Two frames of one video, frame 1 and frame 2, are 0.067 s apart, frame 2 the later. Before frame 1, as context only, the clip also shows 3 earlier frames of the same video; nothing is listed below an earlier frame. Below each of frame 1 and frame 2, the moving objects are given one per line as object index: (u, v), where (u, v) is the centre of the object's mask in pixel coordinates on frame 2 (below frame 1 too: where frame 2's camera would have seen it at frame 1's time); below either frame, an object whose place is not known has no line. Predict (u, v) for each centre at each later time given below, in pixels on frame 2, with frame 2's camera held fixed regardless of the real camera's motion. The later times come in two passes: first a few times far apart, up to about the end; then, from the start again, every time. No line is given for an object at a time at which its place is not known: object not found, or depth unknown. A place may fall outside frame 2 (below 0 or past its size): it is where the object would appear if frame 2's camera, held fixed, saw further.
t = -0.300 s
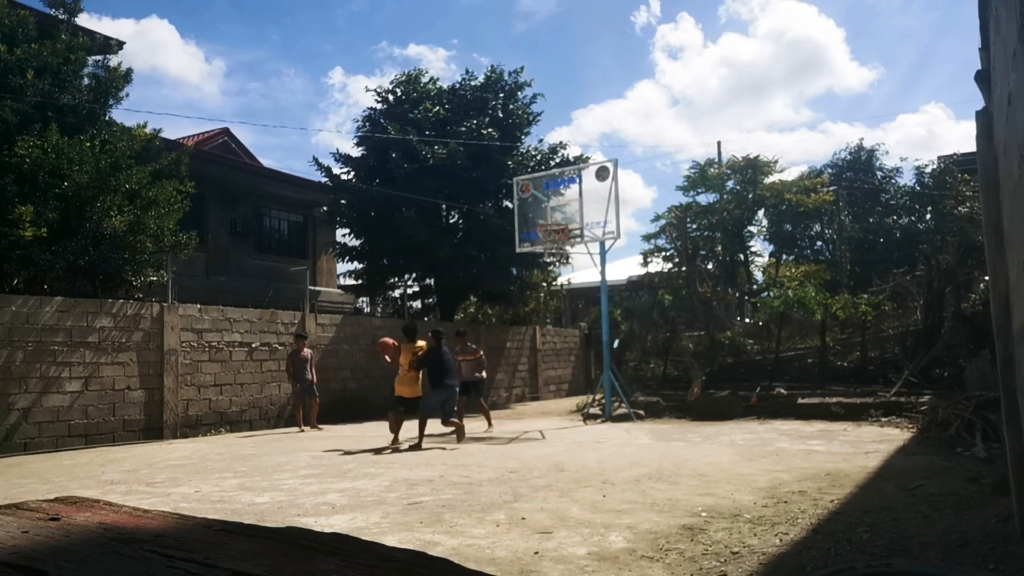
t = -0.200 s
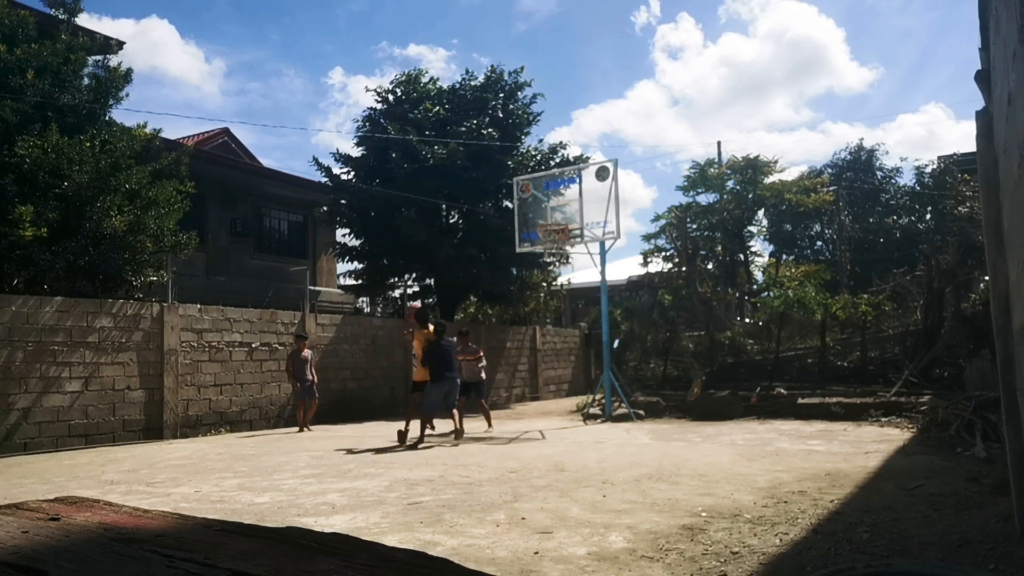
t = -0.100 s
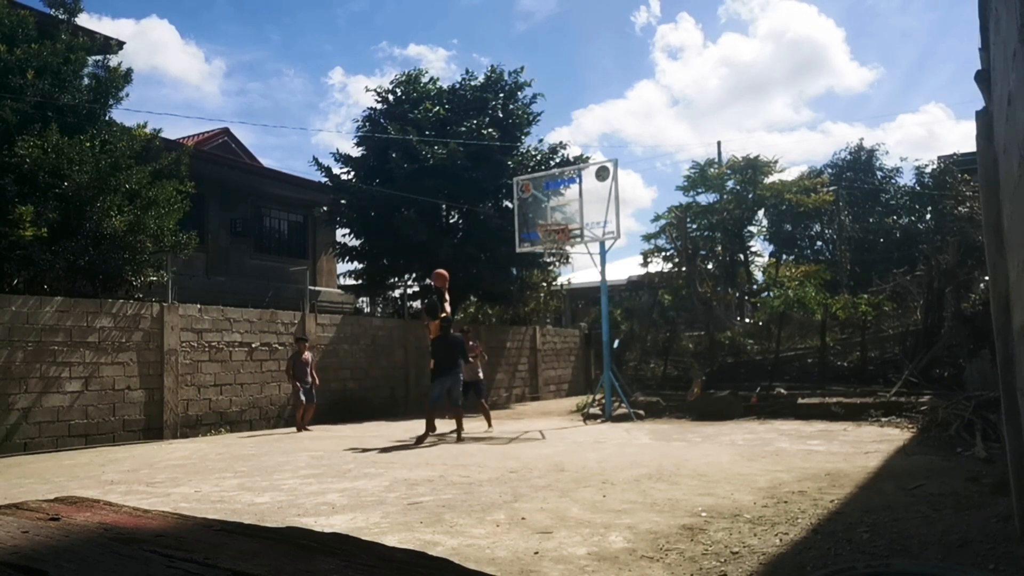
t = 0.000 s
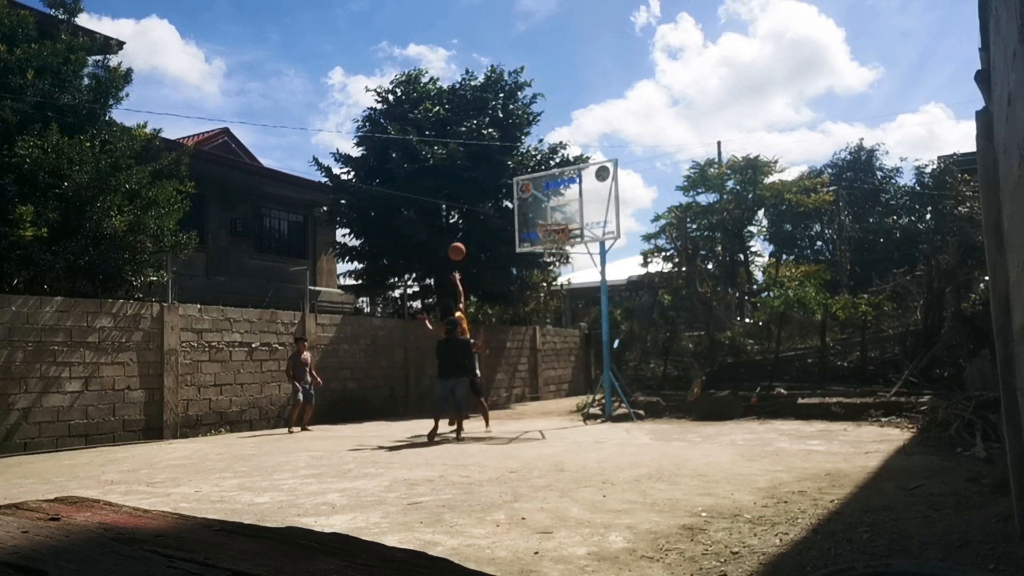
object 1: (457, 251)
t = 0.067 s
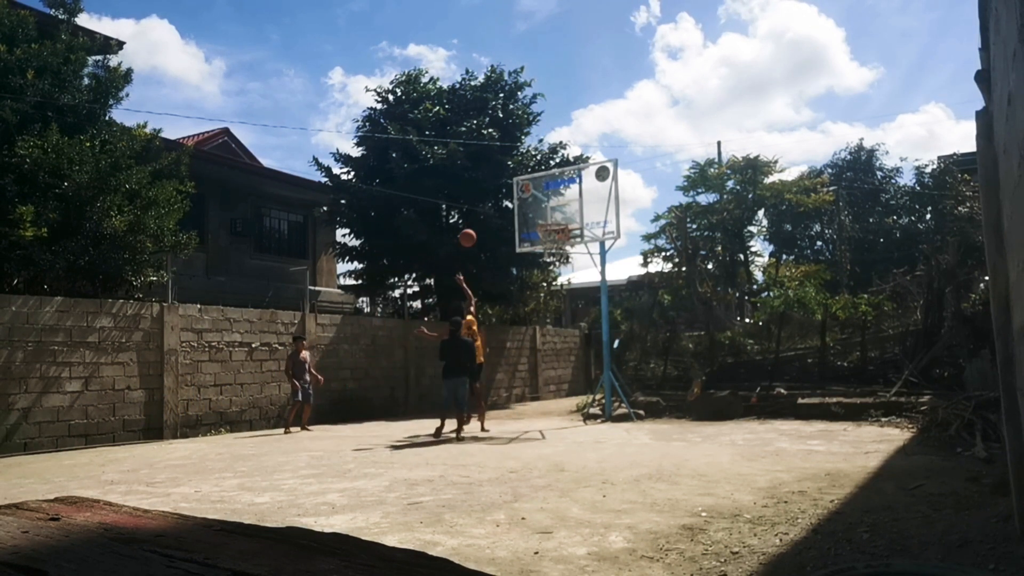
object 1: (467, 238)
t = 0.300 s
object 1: (504, 216)
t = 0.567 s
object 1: (526, 217)
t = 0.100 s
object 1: (473, 232)
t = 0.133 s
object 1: (478, 227)
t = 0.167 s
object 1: (483, 224)
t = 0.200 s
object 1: (489, 220)
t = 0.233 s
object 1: (494, 218)
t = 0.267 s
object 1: (499, 216)
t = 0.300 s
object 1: (504, 216)
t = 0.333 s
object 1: (509, 216)
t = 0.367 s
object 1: (514, 216)
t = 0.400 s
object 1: (520, 217)
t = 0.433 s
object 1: (525, 219)
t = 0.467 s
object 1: (530, 222)
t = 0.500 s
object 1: (530, 221)
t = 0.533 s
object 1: (528, 219)
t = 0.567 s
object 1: (526, 217)
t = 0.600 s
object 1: (523, 215)
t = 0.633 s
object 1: (521, 215)
